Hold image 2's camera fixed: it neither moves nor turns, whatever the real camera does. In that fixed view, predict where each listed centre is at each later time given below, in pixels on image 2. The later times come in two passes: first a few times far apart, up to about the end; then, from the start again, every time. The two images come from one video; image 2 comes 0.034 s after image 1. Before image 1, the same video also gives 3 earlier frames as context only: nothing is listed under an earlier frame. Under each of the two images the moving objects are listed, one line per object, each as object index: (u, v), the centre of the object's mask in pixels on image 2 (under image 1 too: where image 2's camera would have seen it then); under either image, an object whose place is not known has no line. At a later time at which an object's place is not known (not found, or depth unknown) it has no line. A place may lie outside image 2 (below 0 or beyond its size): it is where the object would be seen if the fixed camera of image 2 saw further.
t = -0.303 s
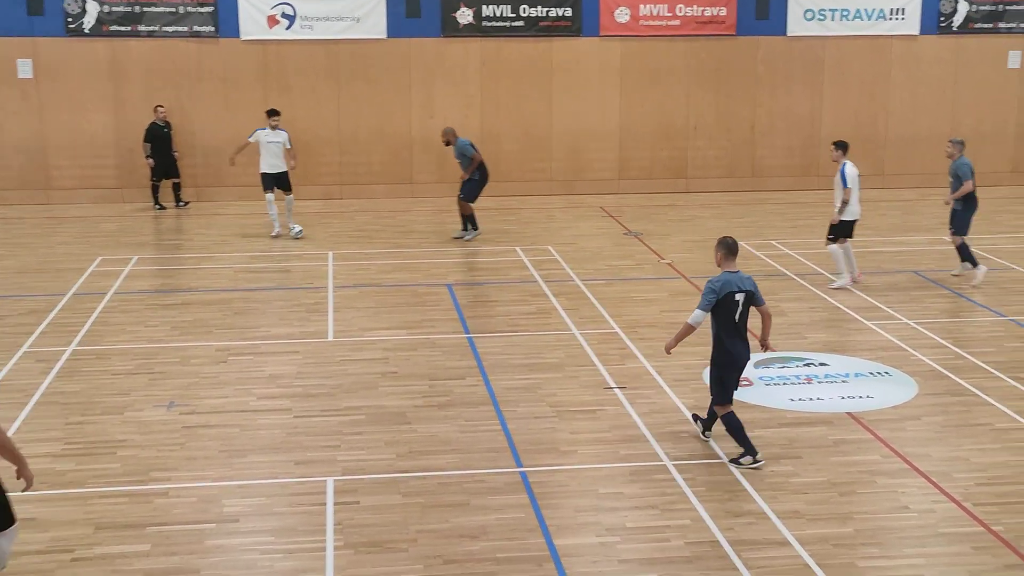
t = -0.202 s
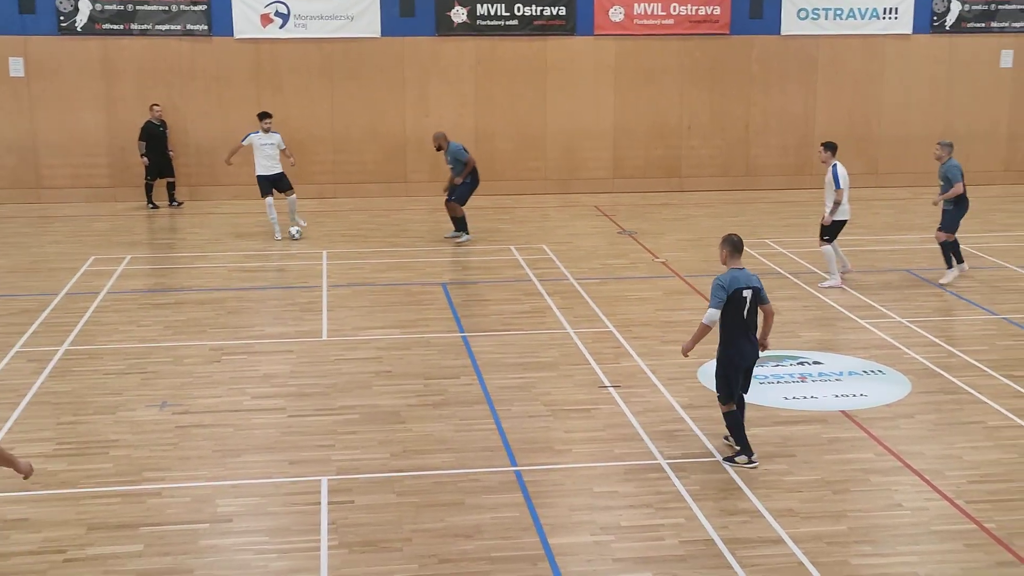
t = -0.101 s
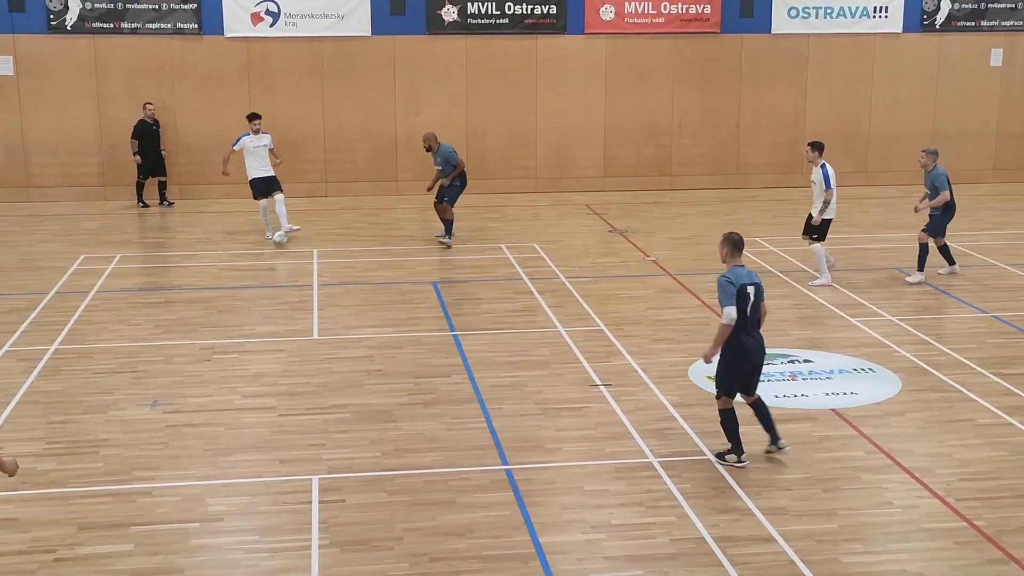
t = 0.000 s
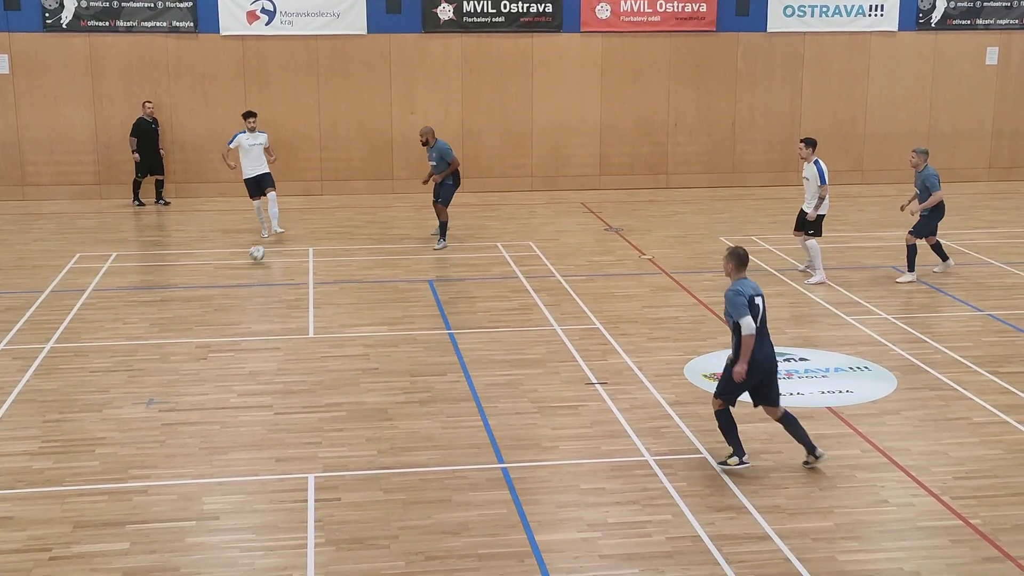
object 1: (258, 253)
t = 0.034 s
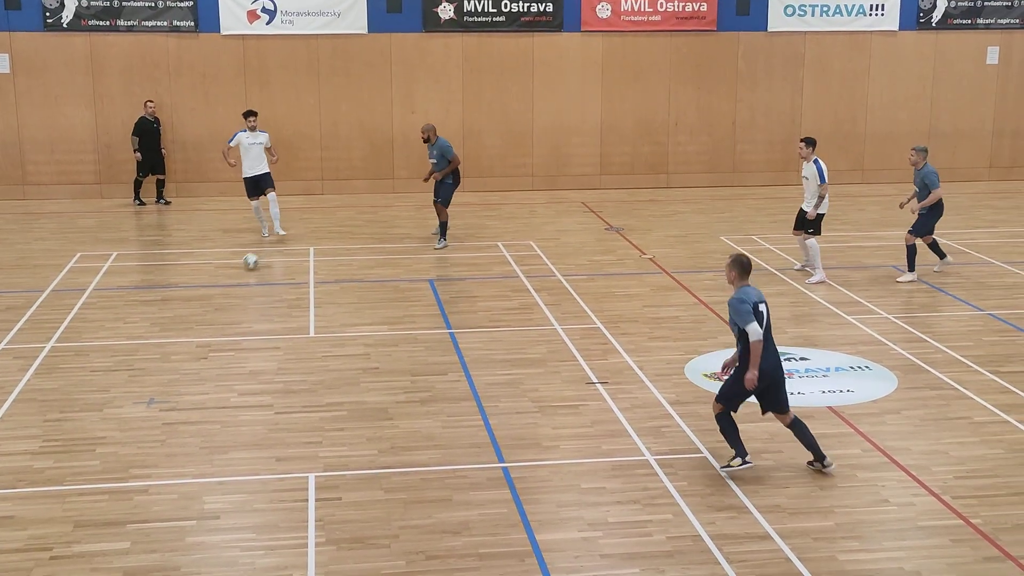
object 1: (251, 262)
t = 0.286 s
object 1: (192, 314)
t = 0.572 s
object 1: (107, 386)
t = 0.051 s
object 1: (247, 266)
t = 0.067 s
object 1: (243, 269)
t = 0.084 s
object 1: (239, 272)
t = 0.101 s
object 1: (236, 274)
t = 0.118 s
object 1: (233, 277)
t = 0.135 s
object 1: (229, 280)
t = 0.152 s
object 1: (225, 285)
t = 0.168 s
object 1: (221, 288)
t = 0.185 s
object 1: (217, 293)
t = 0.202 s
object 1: (213, 295)
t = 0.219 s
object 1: (208, 299)
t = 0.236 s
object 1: (204, 303)
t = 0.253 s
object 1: (200, 306)
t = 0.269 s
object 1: (196, 310)
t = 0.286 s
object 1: (192, 314)
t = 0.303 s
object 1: (187, 319)
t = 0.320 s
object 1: (182, 322)
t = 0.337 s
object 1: (178, 326)
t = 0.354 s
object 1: (174, 329)
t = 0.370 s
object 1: (169, 333)
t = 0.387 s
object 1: (164, 337)
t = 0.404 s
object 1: (159, 341)
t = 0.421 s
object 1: (154, 346)
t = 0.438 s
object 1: (149, 351)
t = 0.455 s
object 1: (145, 354)
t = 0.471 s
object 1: (140, 358)
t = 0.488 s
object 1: (134, 362)
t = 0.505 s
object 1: (129, 366)
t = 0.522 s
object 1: (123, 370)
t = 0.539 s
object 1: (118, 376)
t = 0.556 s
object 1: (113, 381)
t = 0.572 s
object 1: (107, 386)
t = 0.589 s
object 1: (102, 389)
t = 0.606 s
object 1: (96, 392)
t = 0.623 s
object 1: (90, 399)
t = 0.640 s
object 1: (85, 403)
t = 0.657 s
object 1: (78, 408)
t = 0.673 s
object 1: (72, 414)
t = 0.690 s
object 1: (66, 419)
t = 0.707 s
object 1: (60, 423)
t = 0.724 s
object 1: (55, 428)
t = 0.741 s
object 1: (47, 432)
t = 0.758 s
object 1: (40, 437)
